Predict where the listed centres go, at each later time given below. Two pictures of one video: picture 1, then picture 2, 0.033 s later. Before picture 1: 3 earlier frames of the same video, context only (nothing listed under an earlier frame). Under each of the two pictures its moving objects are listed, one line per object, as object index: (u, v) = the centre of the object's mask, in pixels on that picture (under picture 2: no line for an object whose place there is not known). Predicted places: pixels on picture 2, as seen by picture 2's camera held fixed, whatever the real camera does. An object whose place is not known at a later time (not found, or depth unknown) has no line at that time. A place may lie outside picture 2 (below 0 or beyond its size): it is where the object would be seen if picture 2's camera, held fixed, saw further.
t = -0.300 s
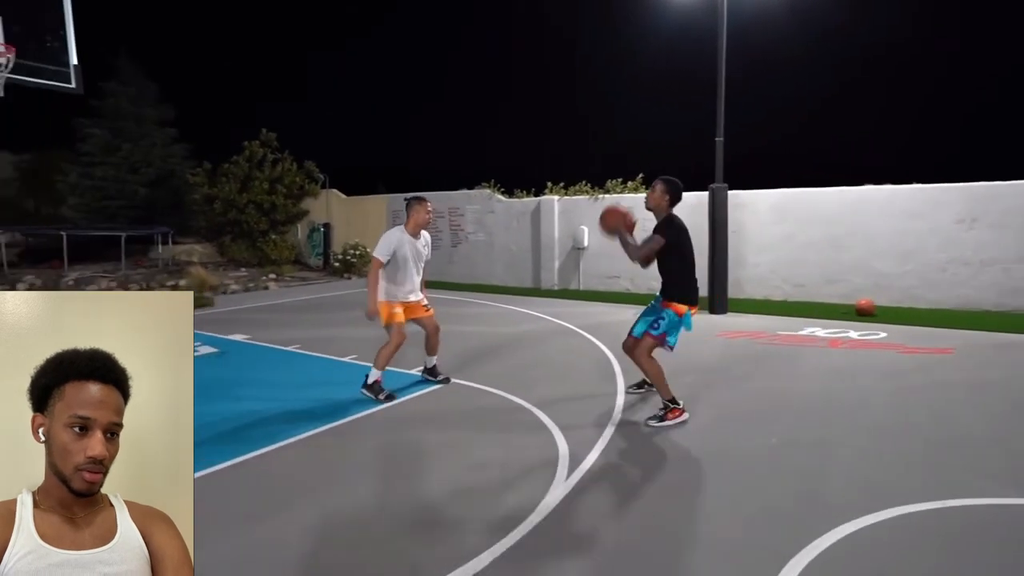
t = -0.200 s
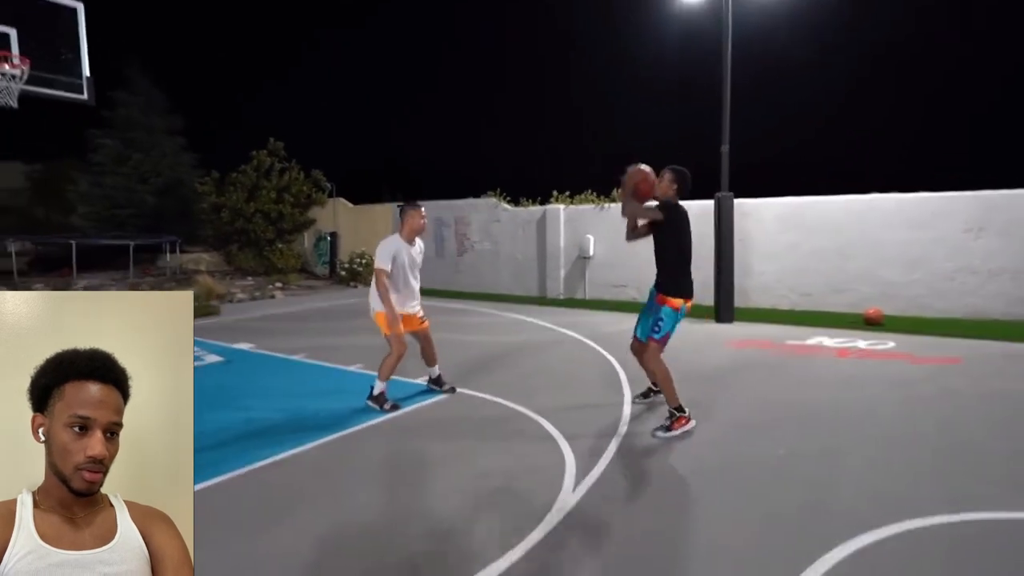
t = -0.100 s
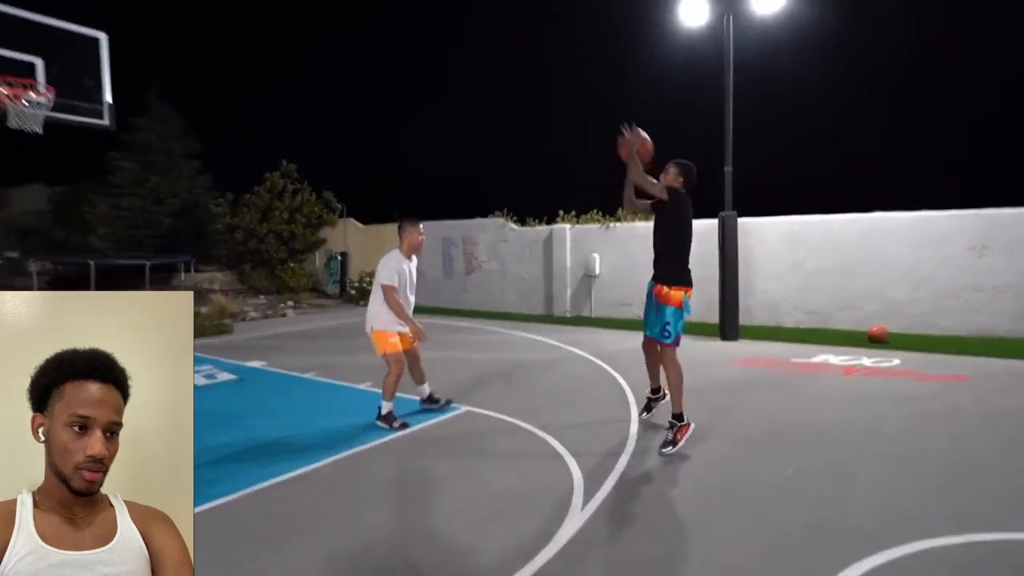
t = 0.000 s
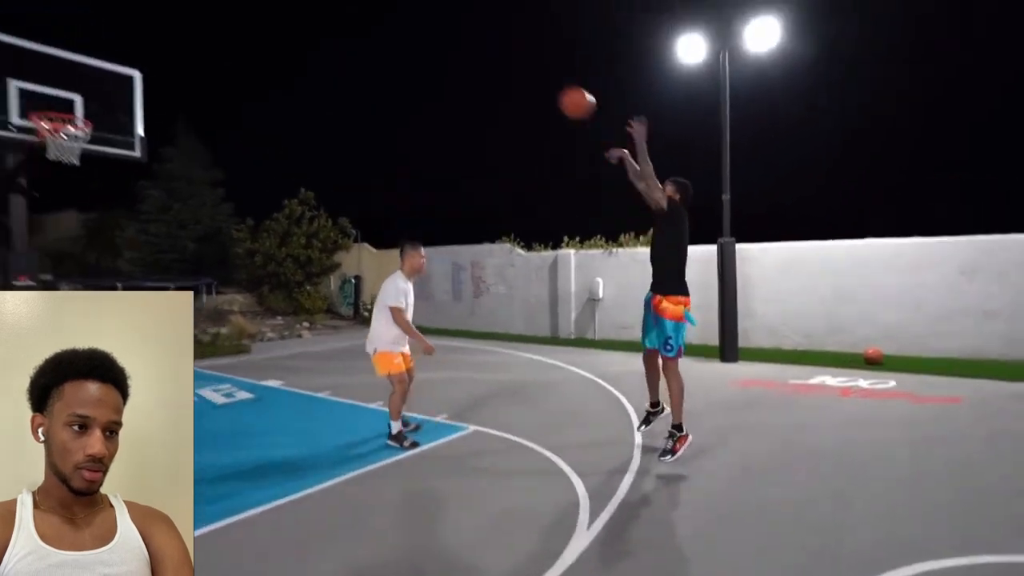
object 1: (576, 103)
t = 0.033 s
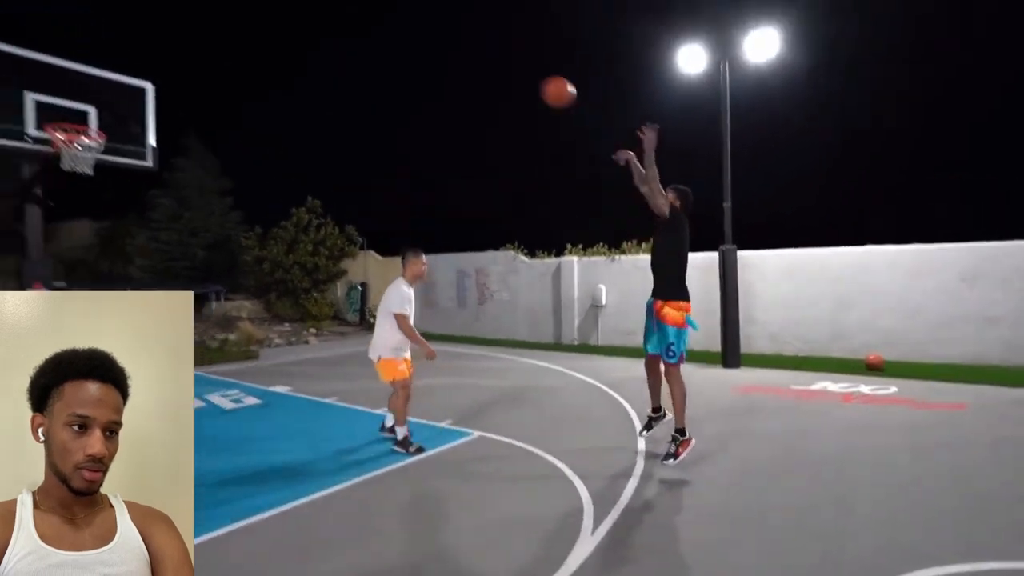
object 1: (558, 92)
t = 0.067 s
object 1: (536, 73)
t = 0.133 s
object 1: (495, 41)
